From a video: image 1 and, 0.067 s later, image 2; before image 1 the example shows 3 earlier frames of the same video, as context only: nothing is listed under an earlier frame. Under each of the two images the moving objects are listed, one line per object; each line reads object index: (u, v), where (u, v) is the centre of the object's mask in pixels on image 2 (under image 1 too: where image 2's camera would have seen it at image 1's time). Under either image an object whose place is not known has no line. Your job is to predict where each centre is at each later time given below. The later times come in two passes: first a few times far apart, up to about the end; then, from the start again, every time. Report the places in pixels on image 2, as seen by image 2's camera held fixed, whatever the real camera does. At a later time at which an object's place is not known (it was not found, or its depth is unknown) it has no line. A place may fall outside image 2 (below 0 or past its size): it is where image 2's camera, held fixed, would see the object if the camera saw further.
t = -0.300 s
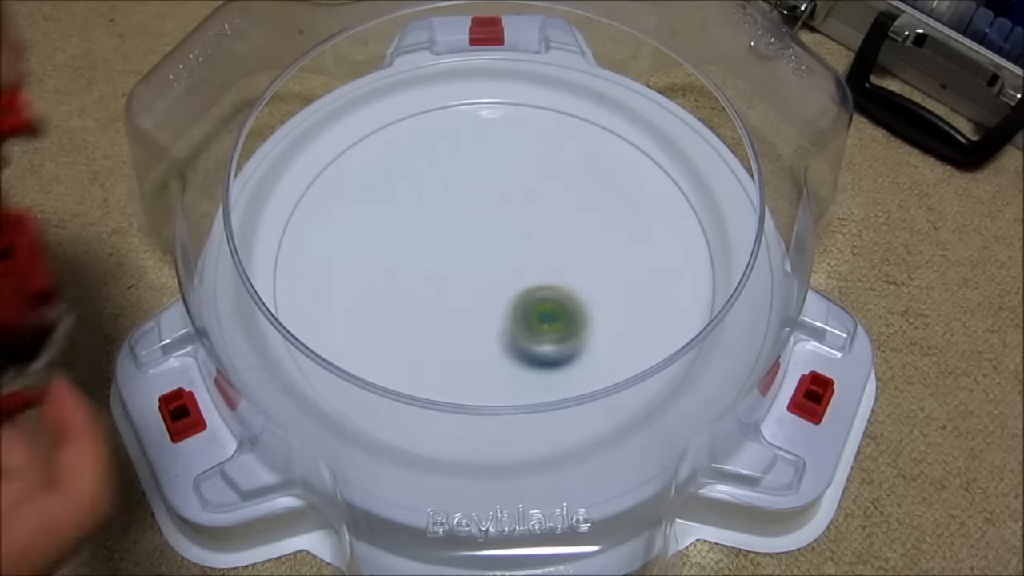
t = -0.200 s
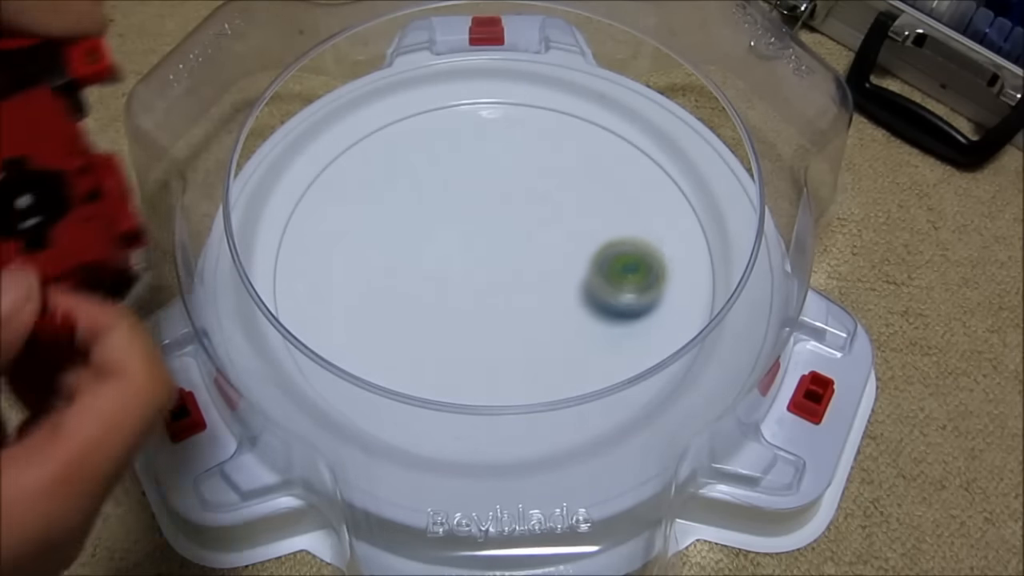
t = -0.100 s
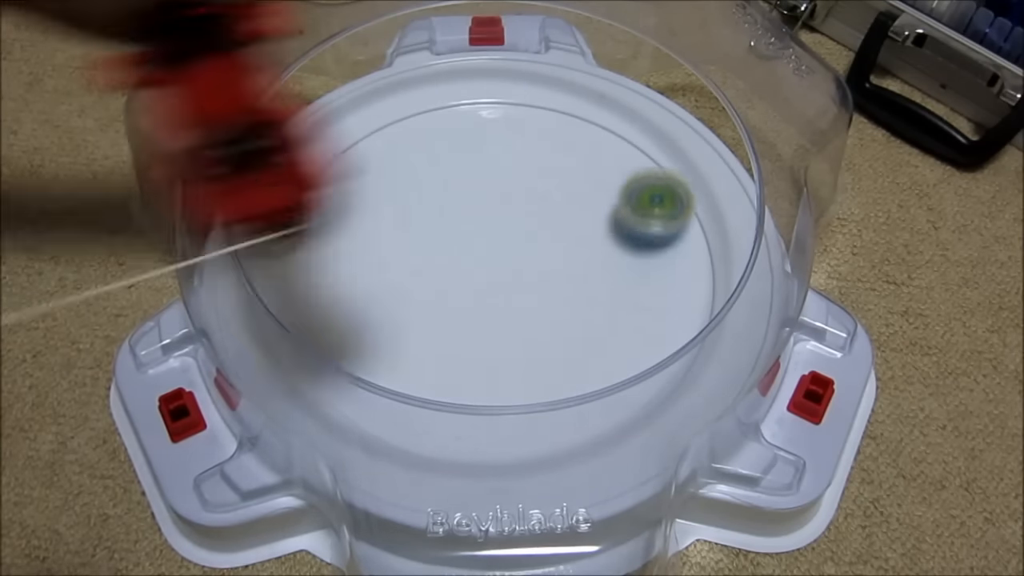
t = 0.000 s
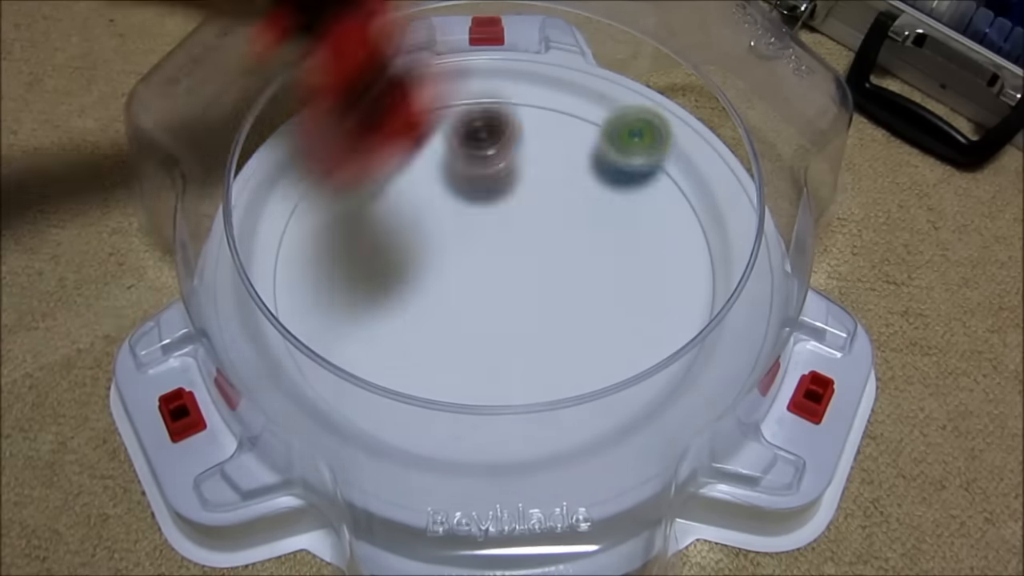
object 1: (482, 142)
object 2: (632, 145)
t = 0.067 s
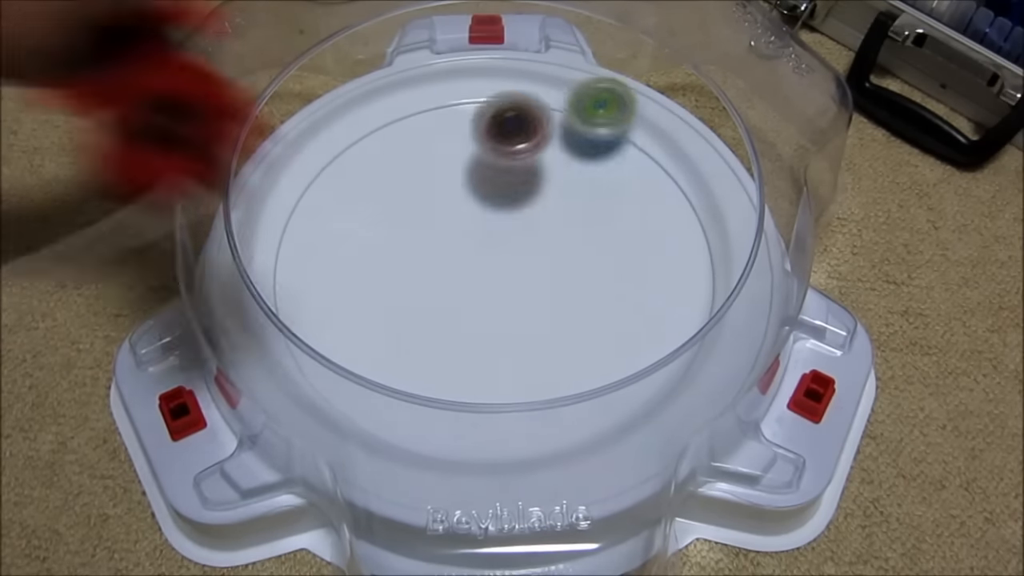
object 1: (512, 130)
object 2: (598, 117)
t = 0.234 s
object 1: (570, 197)
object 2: (467, 116)
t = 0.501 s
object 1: (618, 214)
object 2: (425, 295)
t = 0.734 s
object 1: (533, 208)
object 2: (623, 354)
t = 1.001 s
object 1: (518, 375)
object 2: (668, 208)
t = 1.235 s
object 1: (643, 336)
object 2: (487, 190)
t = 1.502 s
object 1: (512, 184)
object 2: (405, 342)
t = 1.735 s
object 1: (273, 270)
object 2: (544, 421)
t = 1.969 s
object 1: (468, 432)
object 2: (614, 290)
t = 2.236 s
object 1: (648, 240)
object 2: (450, 187)
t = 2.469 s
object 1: (420, 104)
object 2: (327, 245)
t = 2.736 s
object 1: (332, 367)
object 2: (443, 338)
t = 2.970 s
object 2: (574, 260)
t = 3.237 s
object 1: (573, 99)
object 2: (507, 147)
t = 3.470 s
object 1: (474, 94)
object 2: (299, 229)
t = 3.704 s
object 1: (399, 250)
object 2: (367, 344)
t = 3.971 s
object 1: (666, 284)
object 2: (550, 399)
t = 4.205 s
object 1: (611, 158)
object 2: (652, 306)
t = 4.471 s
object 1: (436, 244)
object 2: (595, 183)
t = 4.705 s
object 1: (549, 405)
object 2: (465, 158)
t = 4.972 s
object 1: (668, 260)
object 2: (359, 241)
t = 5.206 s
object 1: (459, 180)
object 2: (433, 337)
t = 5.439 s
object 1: (309, 310)
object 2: (574, 328)
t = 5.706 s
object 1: (451, 418)
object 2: (592, 209)
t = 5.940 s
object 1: (604, 285)
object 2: (489, 163)
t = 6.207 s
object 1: (464, 114)
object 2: (396, 243)
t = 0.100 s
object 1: (525, 134)
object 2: (580, 107)
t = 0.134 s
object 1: (540, 149)
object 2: (551, 91)
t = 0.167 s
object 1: (554, 183)
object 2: (522, 104)
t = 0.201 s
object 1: (563, 190)
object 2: (494, 107)
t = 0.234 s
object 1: (570, 197)
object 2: (467, 116)
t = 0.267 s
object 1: (577, 210)
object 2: (443, 130)
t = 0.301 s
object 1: (584, 218)
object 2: (423, 148)
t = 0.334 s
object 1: (590, 223)
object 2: (408, 171)
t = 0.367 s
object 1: (596, 226)
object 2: (398, 195)
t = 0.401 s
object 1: (603, 227)
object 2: (395, 220)
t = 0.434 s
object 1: (609, 225)
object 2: (398, 246)
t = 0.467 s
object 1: (614, 221)
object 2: (408, 271)
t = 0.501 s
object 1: (618, 214)
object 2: (425, 295)
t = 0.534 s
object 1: (618, 205)
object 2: (446, 316)
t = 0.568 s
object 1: (614, 198)
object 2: (473, 335)
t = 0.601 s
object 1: (605, 189)
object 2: (502, 351)
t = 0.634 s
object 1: (591, 186)
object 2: (534, 360)
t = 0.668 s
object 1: (572, 188)
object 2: (564, 361)
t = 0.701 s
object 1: (552, 196)
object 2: (595, 362)
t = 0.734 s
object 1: (533, 208)
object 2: (623, 354)
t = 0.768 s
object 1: (516, 226)
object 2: (648, 341)
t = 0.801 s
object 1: (501, 248)
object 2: (668, 325)
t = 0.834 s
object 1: (492, 272)
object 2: (684, 306)
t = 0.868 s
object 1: (487, 297)
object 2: (693, 285)
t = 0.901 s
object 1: (487, 322)
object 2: (697, 264)
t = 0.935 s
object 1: (492, 345)
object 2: (694, 244)
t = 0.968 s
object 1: (502, 366)
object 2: (683, 224)
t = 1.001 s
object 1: (518, 375)
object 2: (668, 208)
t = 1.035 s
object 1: (539, 406)
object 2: (648, 193)
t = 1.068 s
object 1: (566, 416)
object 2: (625, 182)
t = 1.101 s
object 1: (593, 422)
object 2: (598, 176)
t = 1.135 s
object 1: (609, 403)
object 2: (570, 174)
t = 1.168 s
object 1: (621, 382)
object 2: (542, 175)
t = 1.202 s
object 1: (632, 360)
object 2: (515, 180)
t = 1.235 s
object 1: (643, 336)
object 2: (487, 190)
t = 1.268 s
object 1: (655, 311)
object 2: (461, 202)
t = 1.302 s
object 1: (660, 285)
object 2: (438, 218)
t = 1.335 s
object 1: (656, 260)
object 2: (419, 236)
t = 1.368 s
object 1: (641, 236)
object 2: (405, 256)
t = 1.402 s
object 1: (618, 216)
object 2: (397, 276)
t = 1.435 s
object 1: (588, 198)
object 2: (394, 298)
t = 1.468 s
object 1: (553, 188)
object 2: (398, 320)
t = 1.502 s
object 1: (512, 184)
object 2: (405, 342)
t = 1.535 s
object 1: (471, 183)
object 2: (418, 360)
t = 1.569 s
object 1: (430, 188)
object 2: (432, 384)
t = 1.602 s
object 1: (390, 196)
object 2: (449, 403)
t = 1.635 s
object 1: (351, 205)
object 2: (470, 417)
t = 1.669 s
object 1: (319, 224)
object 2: (494, 424)
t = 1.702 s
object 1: (288, 247)
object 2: (519, 426)
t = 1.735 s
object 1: (273, 270)
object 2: (544, 421)
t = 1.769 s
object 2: (569, 411)
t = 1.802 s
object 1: (316, 326)
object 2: (589, 397)
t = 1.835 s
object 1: (338, 354)
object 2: (607, 377)
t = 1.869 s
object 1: (360, 381)
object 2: (618, 357)
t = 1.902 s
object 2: (622, 335)
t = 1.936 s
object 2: (621, 313)
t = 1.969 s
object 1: (468, 432)
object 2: (614, 290)
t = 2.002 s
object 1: (512, 432)
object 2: (604, 269)
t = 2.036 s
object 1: (557, 424)
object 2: (589, 250)
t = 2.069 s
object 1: (595, 407)
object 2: (572, 233)
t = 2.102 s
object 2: (550, 217)
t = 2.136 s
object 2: (527, 205)
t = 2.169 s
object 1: (658, 314)
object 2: (502, 196)
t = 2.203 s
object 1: (657, 276)
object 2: (476, 189)
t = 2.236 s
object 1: (648, 240)
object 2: (450, 187)
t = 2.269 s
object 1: (629, 207)
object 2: (425, 188)
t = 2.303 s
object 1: (603, 175)
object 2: (402, 192)
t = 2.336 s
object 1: (572, 148)
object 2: (383, 199)
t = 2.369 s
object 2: (365, 208)
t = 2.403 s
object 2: (349, 218)
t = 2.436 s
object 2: (337, 231)
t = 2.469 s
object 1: (420, 104)
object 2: (327, 245)
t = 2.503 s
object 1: (383, 127)
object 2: (321, 262)
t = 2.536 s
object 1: (348, 151)
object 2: (321, 280)
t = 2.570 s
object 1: (314, 175)
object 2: (327, 297)
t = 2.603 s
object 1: (294, 211)
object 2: (340, 311)
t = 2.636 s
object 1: (288, 256)
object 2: (360, 321)
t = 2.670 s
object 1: (284, 298)
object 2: (385, 329)
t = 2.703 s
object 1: (306, 337)
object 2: (414, 335)
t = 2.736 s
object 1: (332, 367)
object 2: (443, 338)
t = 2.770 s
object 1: (365, 392)
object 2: (471, 336)
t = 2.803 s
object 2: (498, 331)
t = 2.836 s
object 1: (441, 418)
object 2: (522, 322)
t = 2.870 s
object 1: (481, 420)
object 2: (541, 309)
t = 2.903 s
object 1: (524, 412)
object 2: (556, 293)
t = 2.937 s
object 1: (562, 391)
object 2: (567, 277)
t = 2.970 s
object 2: (574, 260)
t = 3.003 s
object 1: (620, 333)
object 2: (576, 244)
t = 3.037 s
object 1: (638, 294)
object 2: (575, 227)
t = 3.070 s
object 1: (646, 256)
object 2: (572, 211)
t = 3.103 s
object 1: (646, 217)
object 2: (565, 196)
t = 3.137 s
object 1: (639, 179)
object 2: (556, 180)
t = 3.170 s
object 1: (623, 143)
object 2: (545, 165)
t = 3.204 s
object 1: (602, 114)
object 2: (530, 154)
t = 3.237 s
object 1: (573, 99)
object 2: (507, 147)
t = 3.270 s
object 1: (566, 74)
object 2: (458, 154)
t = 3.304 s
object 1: (559, 62)
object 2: (413, 160)
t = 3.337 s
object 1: (547, 61)
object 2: (374, 168)
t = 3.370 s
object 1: (530, 67)
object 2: (345, 180)
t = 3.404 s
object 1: (513, 74)
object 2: (323, 195)
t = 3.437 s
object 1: (495, 80)
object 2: (308, 211)
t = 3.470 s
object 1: (474, 94)
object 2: (299, 229)
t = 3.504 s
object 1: (453, 106)
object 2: (295, 249)
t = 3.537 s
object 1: (431, 121)
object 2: (296, 268)
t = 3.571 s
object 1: (412, 139)
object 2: (302, 287)
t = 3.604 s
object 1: (397, 162)
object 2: (313, 303)
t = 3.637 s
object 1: (390, 189)
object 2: (326, 320)
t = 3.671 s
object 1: (390, 220)
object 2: (346, 334)
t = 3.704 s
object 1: (399, 250)
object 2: (367, 344)
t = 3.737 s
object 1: (418, 274)
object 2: (391, 352)
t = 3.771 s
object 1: (446, 294)
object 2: (415, 363)
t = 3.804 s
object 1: (481, 307)
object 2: (435, 382)
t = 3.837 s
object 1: (521, 315)
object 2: (457, 394)
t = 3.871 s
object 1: (565, 316)
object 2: (480, 401)
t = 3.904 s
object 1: (604, 311)
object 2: (503, 404)
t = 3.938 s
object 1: (639, 300)
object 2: (527, 403)
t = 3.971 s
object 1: (666, 284)
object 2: (550, 399)
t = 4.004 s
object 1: (692, 261)
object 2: (572, 392)
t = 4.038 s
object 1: (704, 242)
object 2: (593, 382)
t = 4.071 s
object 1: (690, 220)
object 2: (610, 371)
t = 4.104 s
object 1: (669, 201)
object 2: (624, 356)
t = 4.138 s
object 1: (649, 185)
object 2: (636, 340)
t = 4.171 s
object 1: (630, 170)
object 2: (646, 323)
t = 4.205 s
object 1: (611, 158)
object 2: (652, 306)
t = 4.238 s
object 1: (588, 149)
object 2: (655, 289)
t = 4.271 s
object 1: (563, 146)
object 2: (654, 271)
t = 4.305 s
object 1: (537, 149)
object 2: (650, 254)
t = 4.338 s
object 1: (512, 159)
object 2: (643, 237)
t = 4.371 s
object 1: (487, 174)
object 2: (635, 222)
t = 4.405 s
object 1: (465, 194)
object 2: (623, 208)
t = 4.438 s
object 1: (448, 218)
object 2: (610, 195)
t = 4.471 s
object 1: (436, 244)
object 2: (595, 183)
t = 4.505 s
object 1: (431, 271)
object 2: (578, 174)
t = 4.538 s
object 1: (433, 299)
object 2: (561, 166)
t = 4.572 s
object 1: (442, 326)
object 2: (542, 160)
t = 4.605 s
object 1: (460, 352)
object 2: (522, 157)
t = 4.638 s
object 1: (485, 367)
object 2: (503, 155)
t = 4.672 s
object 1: (515, 394)
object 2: (484, 155)
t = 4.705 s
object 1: (549, 405)
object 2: (465, 158)
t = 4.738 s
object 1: (584, 405)
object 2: (446, 162)
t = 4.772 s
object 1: (617, 398)
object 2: (428, 168)
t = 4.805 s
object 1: (645, 385)
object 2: (411, 176)
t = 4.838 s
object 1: (663, 360)
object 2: (395, 186)
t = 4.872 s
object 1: (675, 335)
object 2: (382, 197)
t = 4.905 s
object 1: (681, 310)
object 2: (371, 211)
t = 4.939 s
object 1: (679, 285)
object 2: (364, 225)
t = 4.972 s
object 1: (668, 260)
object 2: (359, 241)
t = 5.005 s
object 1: (650, 238)
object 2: (358, 257)
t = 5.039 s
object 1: (627, 216)
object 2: (362, 273)
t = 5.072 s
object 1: (599, 199)
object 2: (371, 288)
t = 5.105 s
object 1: (567, 188)
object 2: (382, 302)
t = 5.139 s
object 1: (531, 180)
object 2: (397, 315)
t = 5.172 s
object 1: (494, 178)
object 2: (414, 327)
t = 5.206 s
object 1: (459, 180)
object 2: (433, 337)
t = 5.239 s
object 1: (425, 187)
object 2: (452, 344)
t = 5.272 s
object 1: (393, 199)
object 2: (474, 350)
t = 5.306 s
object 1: (366, 218)
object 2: (496, 352)
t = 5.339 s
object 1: (342, 240)
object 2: (517, 351)
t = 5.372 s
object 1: (324, 263)
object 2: (539, 347)
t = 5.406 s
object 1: (313, 287)
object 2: (557, 339)
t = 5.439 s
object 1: (309, 310)
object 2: (574, 328)
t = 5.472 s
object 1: (309, 333)
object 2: (587, 315)
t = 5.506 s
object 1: (316, 354)
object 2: (596, 300)
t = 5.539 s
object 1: (330, 370)
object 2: (603, 285)
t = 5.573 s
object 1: (348, 385)
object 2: (607, 269)
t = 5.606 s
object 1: (367, 399)
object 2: (607, 253)
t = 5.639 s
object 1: (392, 410)
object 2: (605, 238)
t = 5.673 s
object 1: (420, 418)
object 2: (600, 223)
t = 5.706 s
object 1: (451, 418)
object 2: (592, 209)
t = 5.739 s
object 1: (480, 415)
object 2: (582, 196)
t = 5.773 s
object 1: (510, 404)
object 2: (570, 186)
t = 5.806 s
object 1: (539, 387)
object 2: (556, 176)
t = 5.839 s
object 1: (563, 362)
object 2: (540, 170)
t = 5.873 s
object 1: (583, 344)
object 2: (524, 165)
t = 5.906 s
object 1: (598, 314)
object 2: (506, 162)
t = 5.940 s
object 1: (604, 285)
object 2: (489, 163)
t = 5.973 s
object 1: (604, 257)
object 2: (470, 166)
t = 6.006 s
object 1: (598, 227)
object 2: (454, 171)
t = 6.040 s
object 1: (585, 200)
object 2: (438, 178)
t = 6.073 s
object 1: (567, 175)
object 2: (424, 188)
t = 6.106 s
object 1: (548, 152)
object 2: (412, 200)
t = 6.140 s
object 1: (522, 135)
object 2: (403, 214)
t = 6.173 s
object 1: (494, 122)
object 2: (398, 228)
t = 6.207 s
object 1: (464, 114)
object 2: (396, 243)
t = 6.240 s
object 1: (434, 110)
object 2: (398, 259)
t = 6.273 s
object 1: (404, 114)
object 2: (405, 274)
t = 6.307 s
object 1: (377, 122)
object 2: (416, 289)
